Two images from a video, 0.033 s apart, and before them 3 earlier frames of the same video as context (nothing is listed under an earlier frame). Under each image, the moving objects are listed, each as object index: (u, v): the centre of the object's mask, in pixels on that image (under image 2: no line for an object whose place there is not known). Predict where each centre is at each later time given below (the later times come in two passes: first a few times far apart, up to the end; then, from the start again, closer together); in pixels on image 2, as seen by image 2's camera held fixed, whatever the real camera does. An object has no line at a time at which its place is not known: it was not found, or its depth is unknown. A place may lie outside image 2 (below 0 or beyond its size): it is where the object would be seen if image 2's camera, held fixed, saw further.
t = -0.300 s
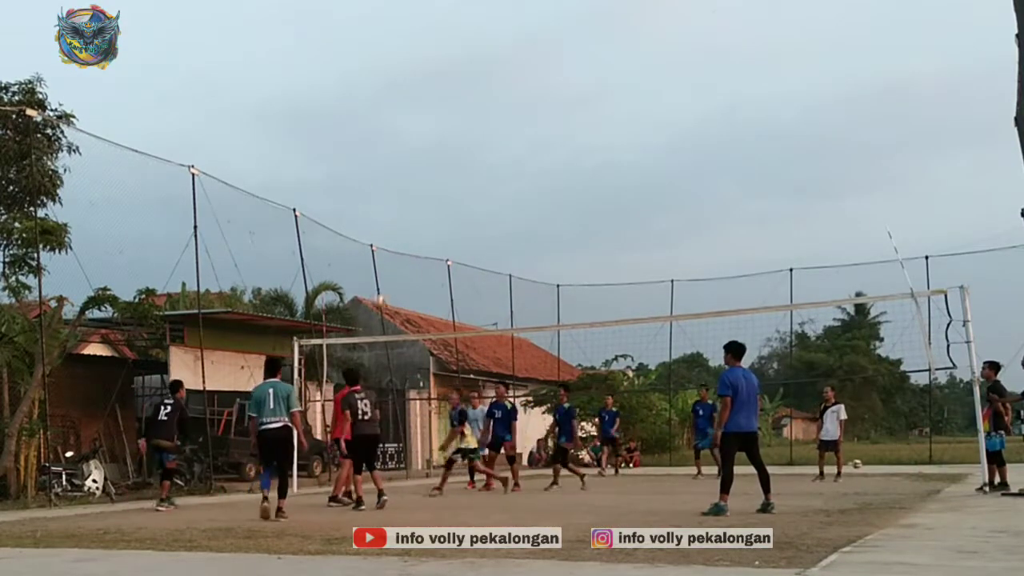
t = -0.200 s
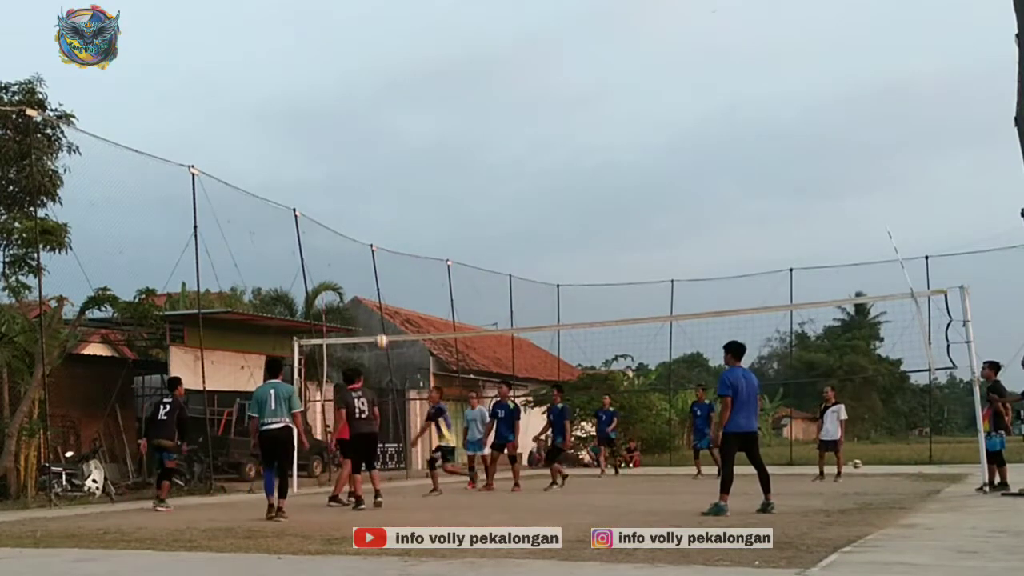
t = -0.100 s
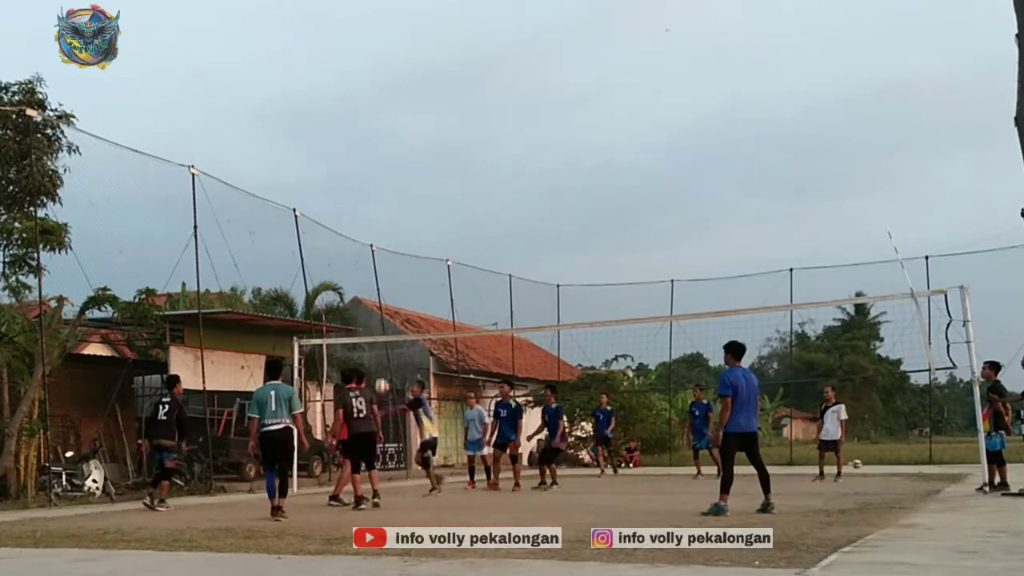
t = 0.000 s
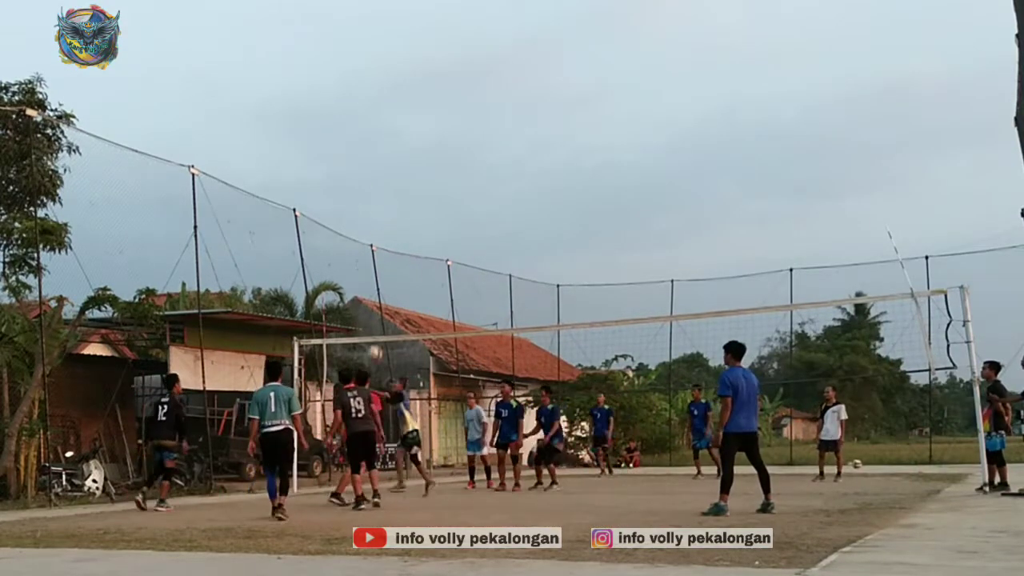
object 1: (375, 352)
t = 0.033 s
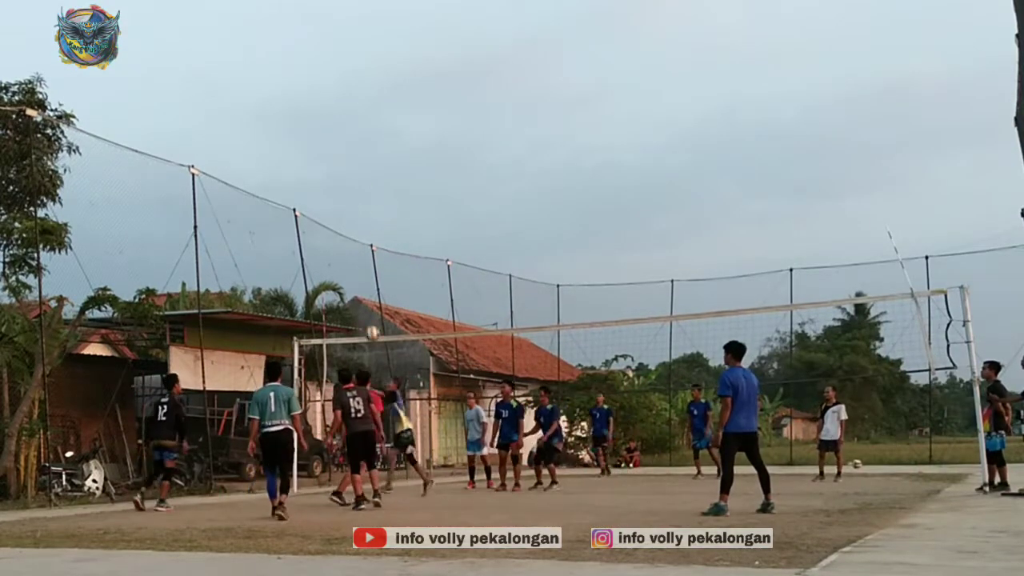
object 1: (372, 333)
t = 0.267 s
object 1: (356, 220)
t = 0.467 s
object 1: (345, 150)
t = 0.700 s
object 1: (333, 102)
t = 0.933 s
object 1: (323, 90)
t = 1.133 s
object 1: (315, 111)
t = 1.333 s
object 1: (307, 159)
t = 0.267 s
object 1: (356, 220)
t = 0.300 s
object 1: (354, 206)
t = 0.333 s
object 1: (352, 194)
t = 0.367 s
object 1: (350, 182)
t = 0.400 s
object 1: (348, 171)
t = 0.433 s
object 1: (346, 160)
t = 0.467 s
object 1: (345, 150)
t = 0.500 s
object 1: (343, 141)
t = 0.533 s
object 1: (341, 133)
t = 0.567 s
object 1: (339, 124)
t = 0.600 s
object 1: (337, 118)
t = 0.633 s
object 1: (336, 112)
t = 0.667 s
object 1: (334, 106)
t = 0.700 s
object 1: (333, 102)
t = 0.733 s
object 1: (331, 97)
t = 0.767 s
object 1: (330, 94)
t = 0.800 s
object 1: (328, 92)
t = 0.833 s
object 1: (327, 90)
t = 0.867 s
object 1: (326, 89)
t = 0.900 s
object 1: (324, 89)
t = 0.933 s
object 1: (323, 90)
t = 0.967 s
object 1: (321, 91)
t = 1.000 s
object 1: (320, 93)
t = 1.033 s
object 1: (318, 97)
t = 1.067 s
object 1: (317, 100)
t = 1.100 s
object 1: (316, 105)
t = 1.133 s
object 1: (315, 111)
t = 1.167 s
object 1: (313, 116)
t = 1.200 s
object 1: (312, 123)
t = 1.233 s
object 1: (311, 131)
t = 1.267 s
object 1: (309, 140)
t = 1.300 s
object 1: (308, 149)
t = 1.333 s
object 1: (307, 159)
